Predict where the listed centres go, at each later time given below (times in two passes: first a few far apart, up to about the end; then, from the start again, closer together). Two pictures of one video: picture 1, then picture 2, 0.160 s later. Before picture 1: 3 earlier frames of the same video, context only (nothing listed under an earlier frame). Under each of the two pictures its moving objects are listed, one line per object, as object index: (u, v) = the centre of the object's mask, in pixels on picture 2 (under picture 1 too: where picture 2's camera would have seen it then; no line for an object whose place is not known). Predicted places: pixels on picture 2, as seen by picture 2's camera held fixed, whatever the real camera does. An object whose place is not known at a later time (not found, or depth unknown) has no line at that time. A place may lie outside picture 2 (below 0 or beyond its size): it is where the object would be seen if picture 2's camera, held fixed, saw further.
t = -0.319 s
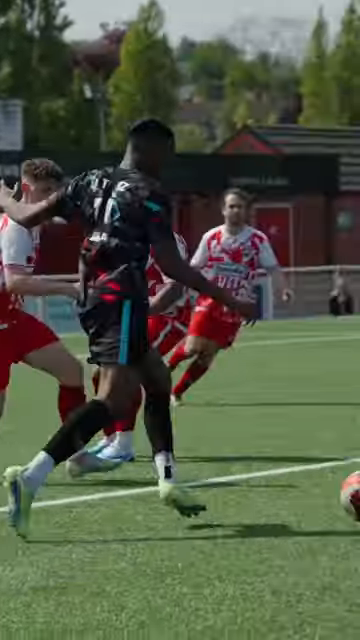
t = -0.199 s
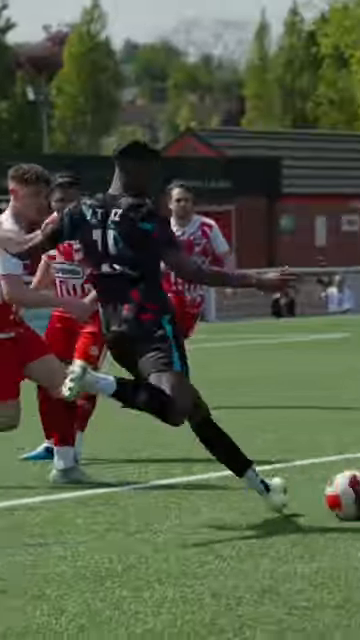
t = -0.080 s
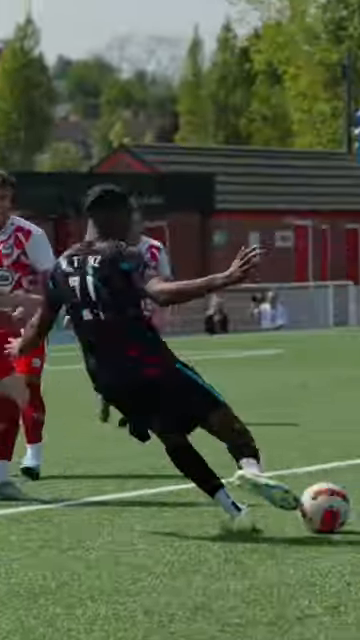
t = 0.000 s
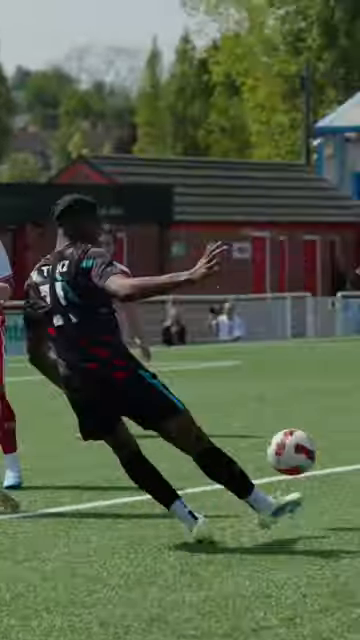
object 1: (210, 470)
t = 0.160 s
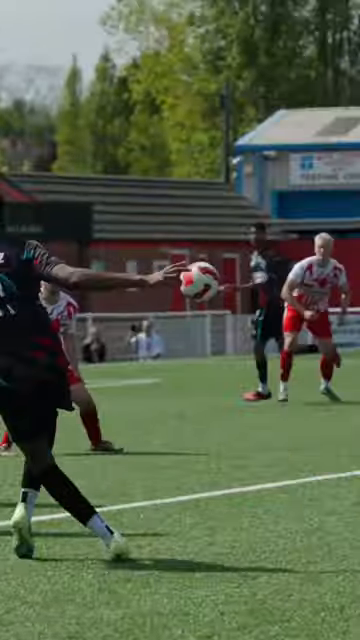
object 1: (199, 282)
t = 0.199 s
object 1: (196, 247)
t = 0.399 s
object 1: (188, 129)
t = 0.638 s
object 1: (183, 63)
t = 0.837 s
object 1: (178, 46)
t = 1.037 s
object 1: (173, 55)
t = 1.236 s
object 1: (169, 88)
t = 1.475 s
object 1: (163, 146)
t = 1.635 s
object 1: (162, 194)
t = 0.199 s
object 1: (196, 247)
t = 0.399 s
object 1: (188, 129)
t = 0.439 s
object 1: (186, 113)
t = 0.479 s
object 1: (185, 98)
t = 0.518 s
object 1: (185, 88)
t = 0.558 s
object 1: (184, 78)
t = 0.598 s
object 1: (183, 68)
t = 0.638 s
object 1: (183, 63)
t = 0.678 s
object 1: (181, 57)
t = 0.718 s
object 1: (180, 51)
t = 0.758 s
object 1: (180, 49)
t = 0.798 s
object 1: (179, 47)
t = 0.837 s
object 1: (178, 46)
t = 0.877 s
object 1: (178, 46)
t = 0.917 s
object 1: (177, 48)
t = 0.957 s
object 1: (176, 50)
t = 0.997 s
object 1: (175, 52)
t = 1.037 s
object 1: (173, 55)
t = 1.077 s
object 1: (174, 61)
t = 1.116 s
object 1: (173, 67)
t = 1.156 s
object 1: (172, 73)
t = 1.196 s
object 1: (169, 81)
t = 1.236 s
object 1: (169, 88)
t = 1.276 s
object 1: (168, 97)
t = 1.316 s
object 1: (166, 105)
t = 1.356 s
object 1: (167, 115)
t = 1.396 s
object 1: (164, 125)
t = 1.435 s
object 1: (165, 135)
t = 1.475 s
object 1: (163, 146)
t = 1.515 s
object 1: (162, 158)
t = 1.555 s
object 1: (163, 169)
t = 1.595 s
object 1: (161, 181)
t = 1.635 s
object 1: (162, 194)
